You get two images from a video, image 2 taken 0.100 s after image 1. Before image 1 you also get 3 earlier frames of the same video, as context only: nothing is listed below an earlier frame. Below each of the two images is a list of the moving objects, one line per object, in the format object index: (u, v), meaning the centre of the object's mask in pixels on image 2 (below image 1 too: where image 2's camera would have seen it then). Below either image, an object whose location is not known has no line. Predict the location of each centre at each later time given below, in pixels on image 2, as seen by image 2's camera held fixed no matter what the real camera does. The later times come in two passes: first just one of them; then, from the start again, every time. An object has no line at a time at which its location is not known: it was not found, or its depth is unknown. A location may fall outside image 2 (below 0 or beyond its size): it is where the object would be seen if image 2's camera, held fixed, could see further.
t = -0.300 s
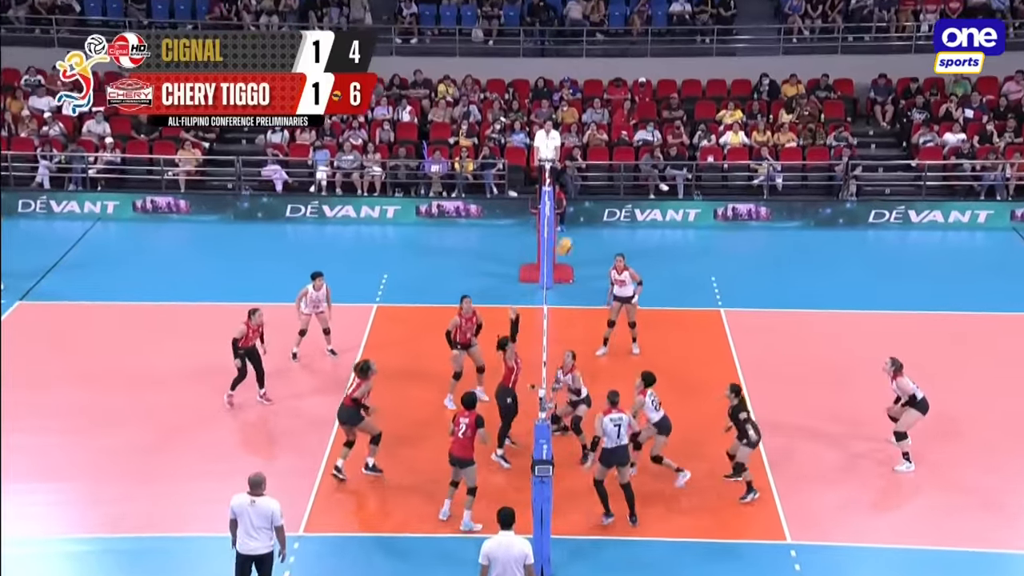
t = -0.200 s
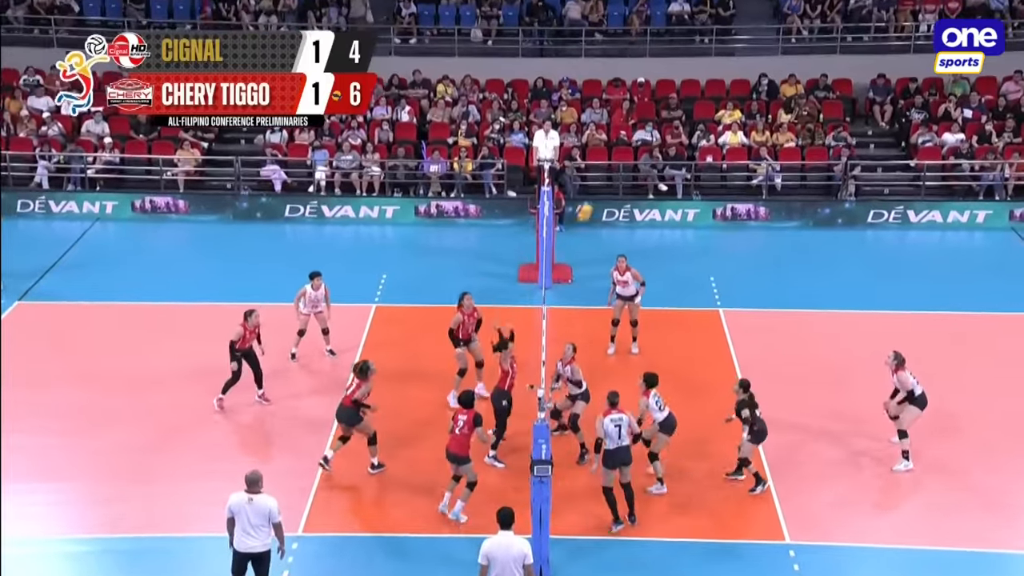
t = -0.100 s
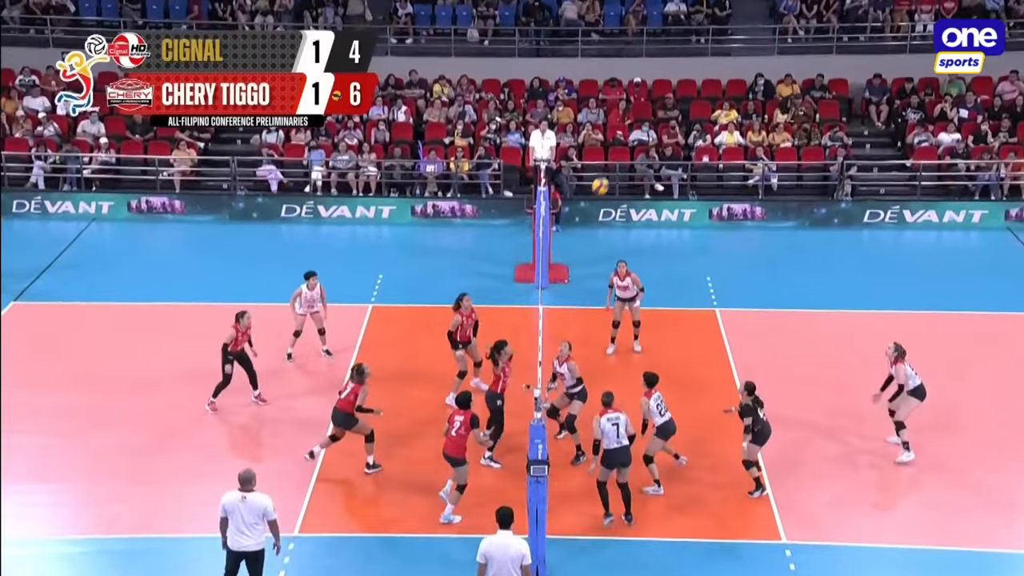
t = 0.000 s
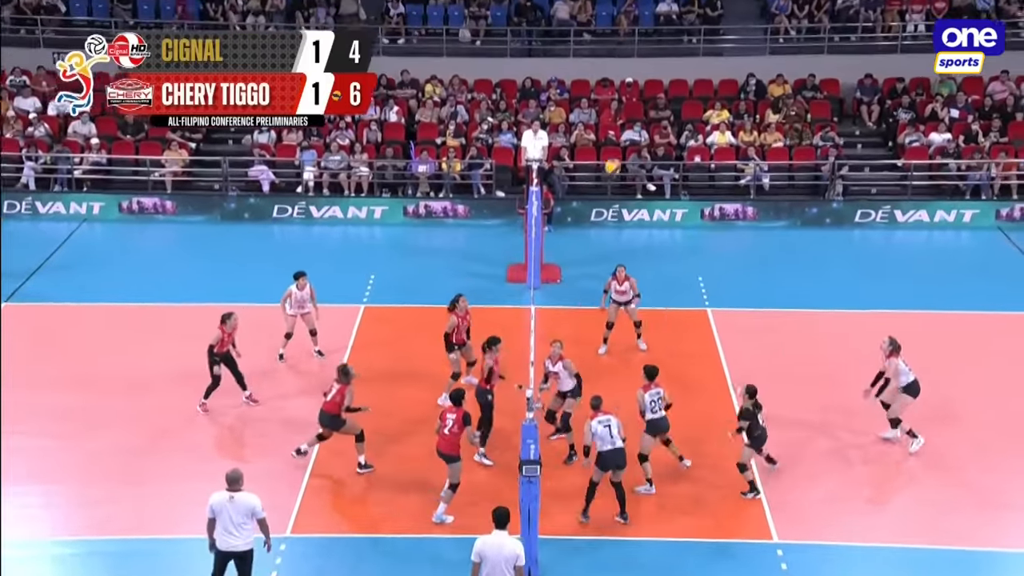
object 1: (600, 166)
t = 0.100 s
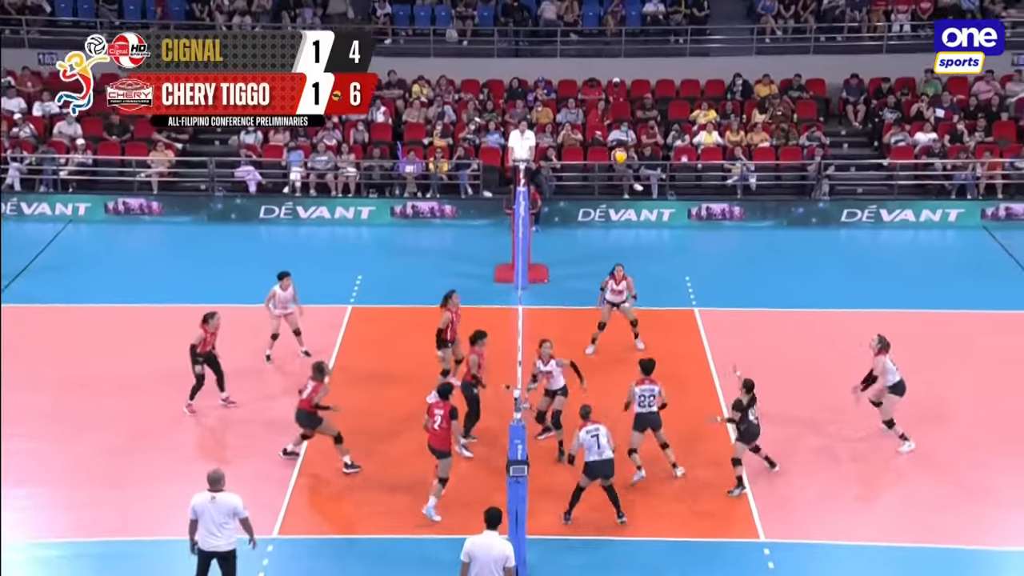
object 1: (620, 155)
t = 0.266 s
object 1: (649, 153)
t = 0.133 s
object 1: (625, 154)
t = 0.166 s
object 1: (631, 152)
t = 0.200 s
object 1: (637, 152)
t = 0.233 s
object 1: (643, 153)
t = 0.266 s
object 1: (649, 153)
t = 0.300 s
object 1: (654, 155)
